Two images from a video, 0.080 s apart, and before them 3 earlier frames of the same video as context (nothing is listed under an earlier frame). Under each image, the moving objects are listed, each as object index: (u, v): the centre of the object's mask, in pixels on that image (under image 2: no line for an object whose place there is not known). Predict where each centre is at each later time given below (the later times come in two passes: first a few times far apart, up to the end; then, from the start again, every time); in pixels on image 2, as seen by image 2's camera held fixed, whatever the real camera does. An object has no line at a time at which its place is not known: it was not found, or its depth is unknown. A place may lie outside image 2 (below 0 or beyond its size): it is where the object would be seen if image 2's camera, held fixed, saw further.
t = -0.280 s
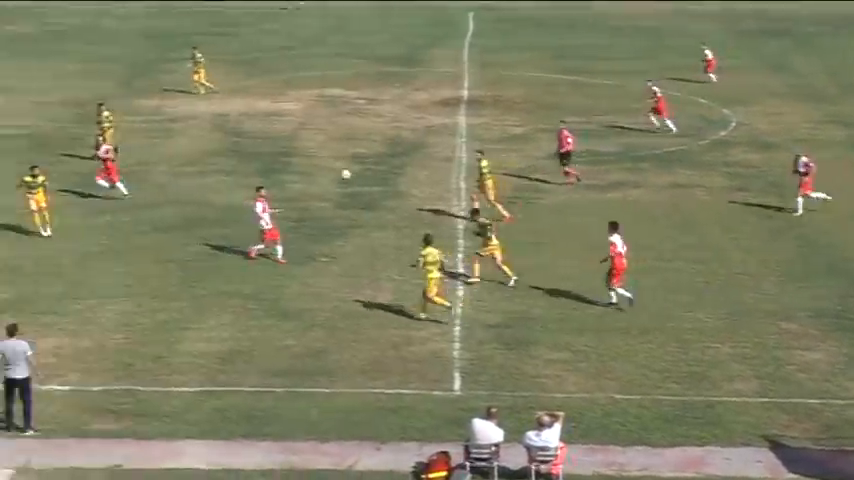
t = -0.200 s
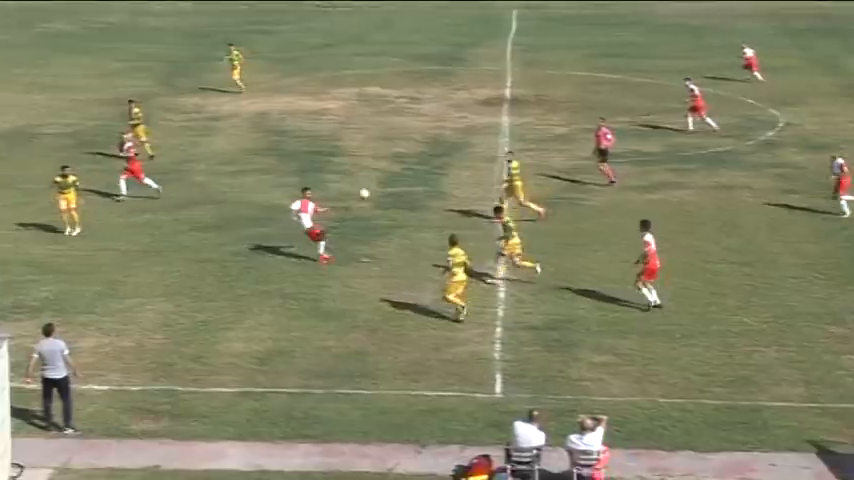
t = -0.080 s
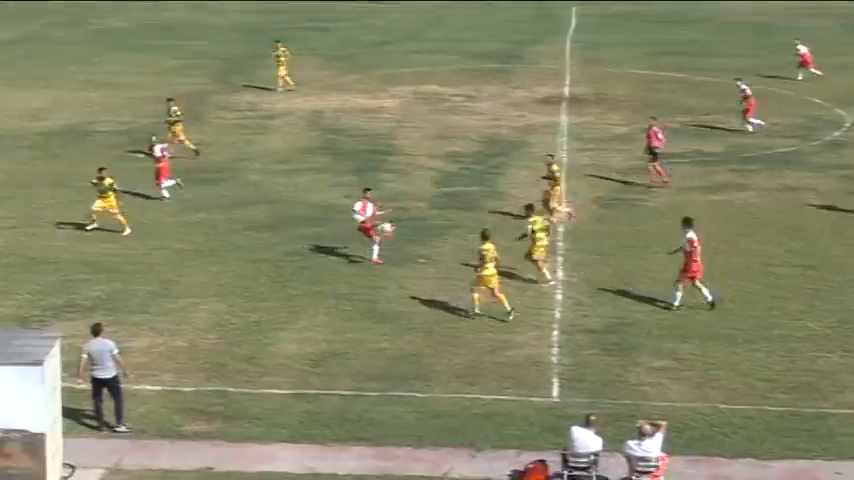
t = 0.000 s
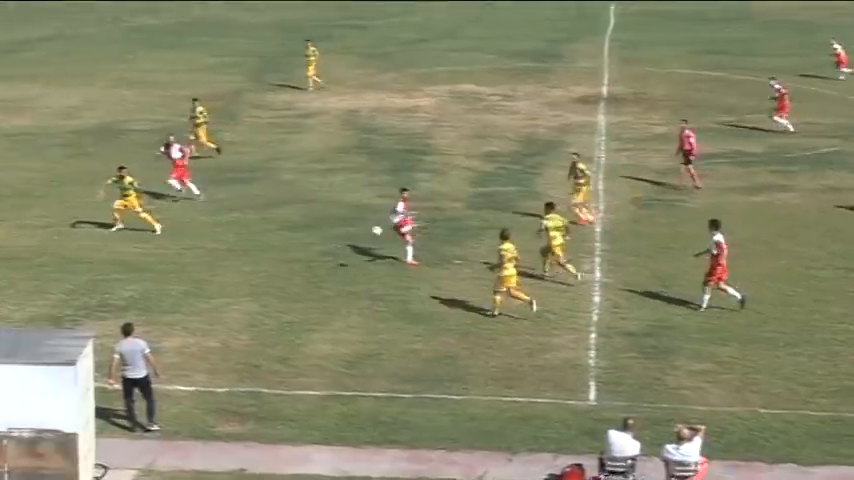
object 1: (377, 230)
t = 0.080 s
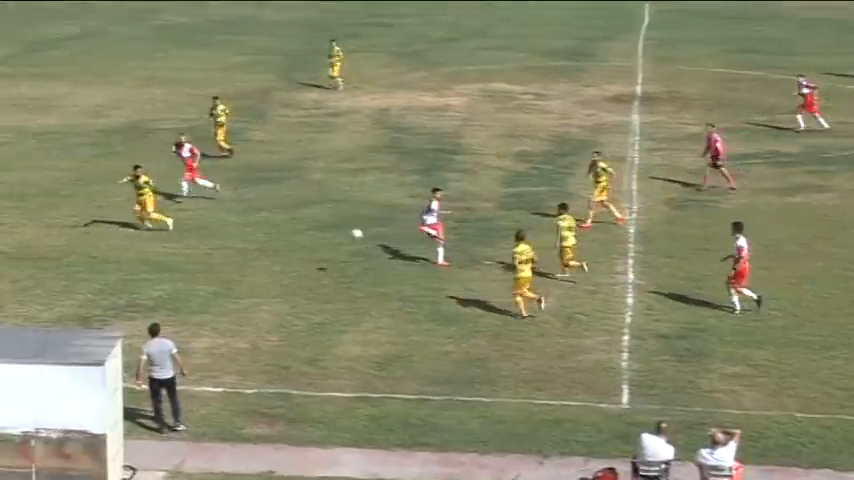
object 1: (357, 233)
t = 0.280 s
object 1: (228, 254)
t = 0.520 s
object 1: (86, 287)
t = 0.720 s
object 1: (6, 273)
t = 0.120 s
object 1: (332, 236)
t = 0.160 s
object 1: (305, 239)
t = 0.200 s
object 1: (280, 243)
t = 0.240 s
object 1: (253, 248)
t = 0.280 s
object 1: (228, 254)
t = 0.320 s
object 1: (203, 260)
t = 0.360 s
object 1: (177, 268)
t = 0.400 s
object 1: (152, 276)
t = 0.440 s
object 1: (127, 285)
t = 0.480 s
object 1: (102, 291)
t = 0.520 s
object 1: (86, 287)
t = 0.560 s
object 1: (71, 282)
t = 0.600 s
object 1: (54, 278)
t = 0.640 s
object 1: (38, 276)
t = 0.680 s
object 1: (22, 274)
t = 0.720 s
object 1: (6, 273)
